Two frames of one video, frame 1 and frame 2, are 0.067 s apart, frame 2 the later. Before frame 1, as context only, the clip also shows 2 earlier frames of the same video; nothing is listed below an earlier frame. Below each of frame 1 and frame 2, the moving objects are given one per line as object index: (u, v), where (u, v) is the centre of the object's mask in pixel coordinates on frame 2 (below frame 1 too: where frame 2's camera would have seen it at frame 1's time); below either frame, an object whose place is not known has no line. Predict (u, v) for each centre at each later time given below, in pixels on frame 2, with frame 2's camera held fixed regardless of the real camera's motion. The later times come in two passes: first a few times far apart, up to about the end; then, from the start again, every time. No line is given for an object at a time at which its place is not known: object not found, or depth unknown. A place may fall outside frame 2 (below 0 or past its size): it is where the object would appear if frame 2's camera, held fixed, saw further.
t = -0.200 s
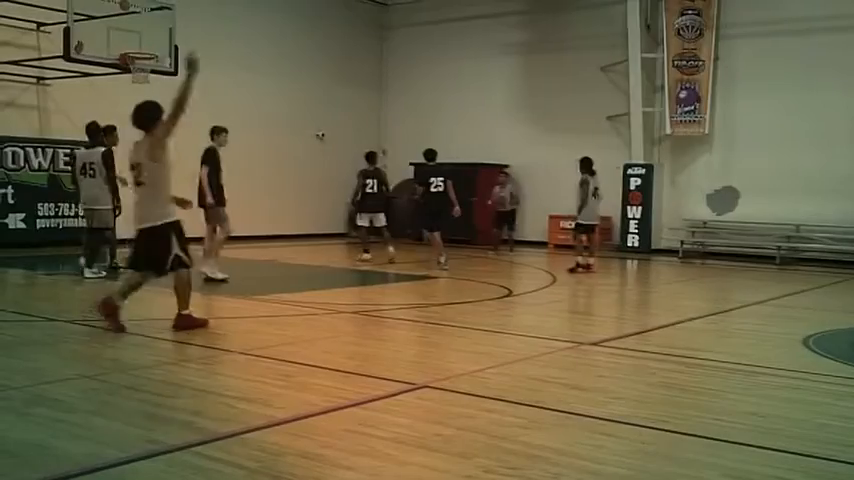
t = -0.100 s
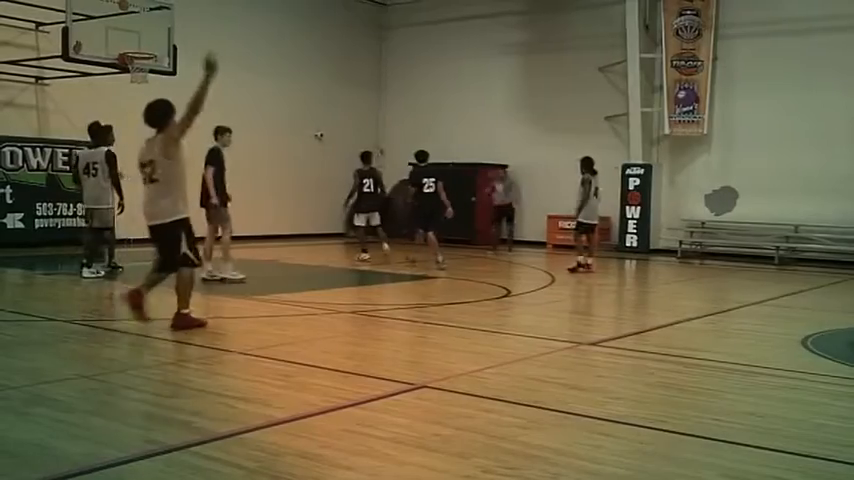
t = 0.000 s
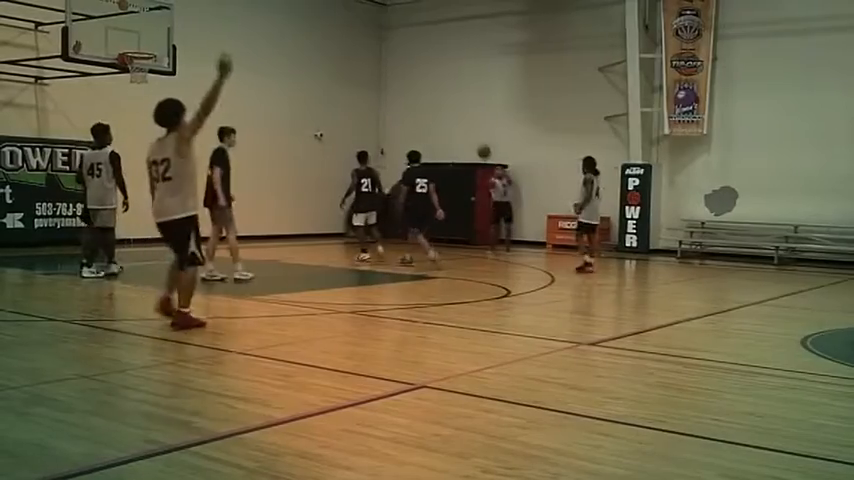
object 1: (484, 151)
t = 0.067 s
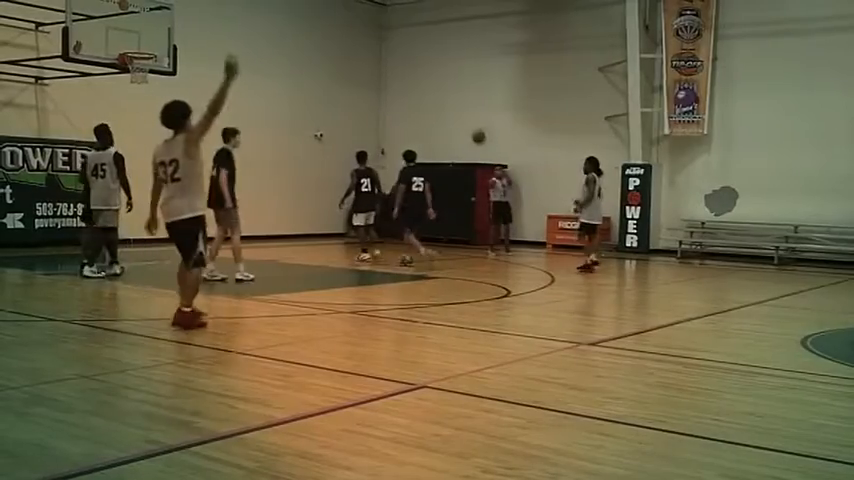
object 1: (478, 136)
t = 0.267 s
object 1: (458, 102)
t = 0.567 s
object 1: (415, 83)
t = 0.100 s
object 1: (476, 129)
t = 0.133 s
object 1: (472, 122)
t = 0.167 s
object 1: (469, 117)
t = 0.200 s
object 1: (466, 111)
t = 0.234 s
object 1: (462, 106)
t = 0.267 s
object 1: (458, 102)
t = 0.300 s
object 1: (454, 97)
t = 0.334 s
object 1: (450, 93)
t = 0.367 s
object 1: (446, 90)
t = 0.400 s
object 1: (441, 87)
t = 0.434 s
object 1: (436, 85)
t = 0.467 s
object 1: (432, 83)
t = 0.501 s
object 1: (426, 83)
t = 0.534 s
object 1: (420, 83)
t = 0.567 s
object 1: (415, 83)
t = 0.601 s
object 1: (409, 85)
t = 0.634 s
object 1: (402, 88)
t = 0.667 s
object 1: (395, 92)
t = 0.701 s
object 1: (388, 97)
